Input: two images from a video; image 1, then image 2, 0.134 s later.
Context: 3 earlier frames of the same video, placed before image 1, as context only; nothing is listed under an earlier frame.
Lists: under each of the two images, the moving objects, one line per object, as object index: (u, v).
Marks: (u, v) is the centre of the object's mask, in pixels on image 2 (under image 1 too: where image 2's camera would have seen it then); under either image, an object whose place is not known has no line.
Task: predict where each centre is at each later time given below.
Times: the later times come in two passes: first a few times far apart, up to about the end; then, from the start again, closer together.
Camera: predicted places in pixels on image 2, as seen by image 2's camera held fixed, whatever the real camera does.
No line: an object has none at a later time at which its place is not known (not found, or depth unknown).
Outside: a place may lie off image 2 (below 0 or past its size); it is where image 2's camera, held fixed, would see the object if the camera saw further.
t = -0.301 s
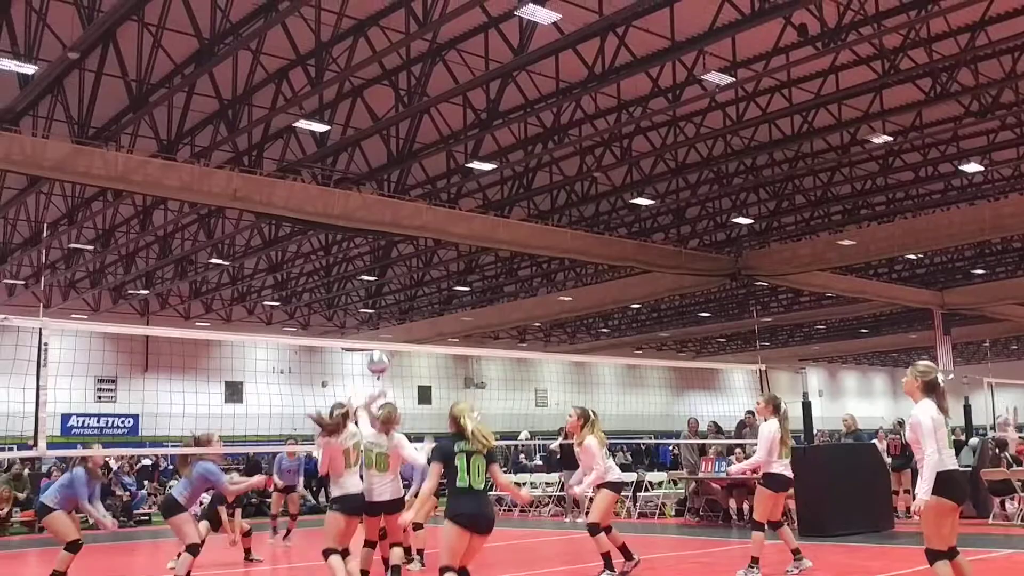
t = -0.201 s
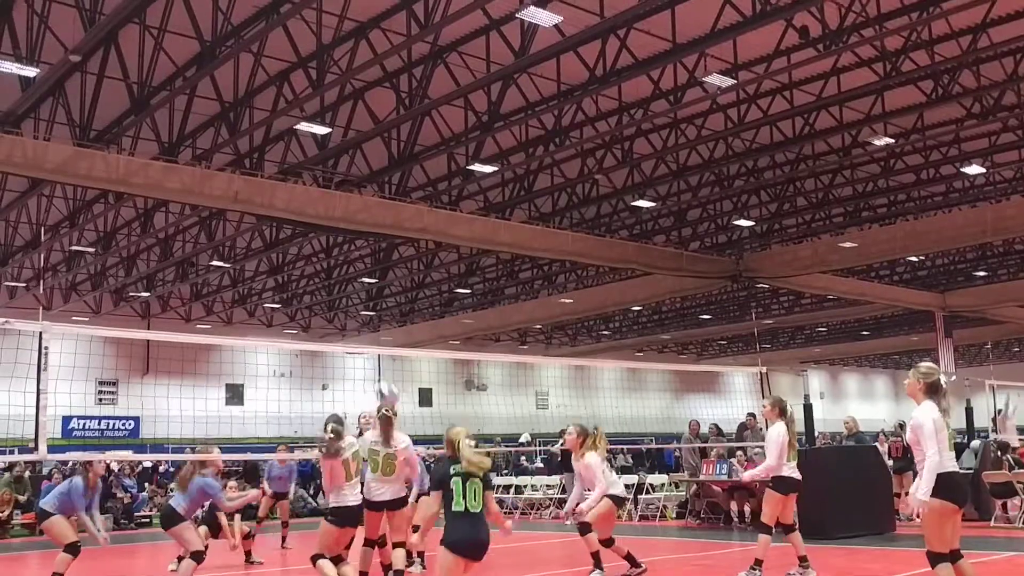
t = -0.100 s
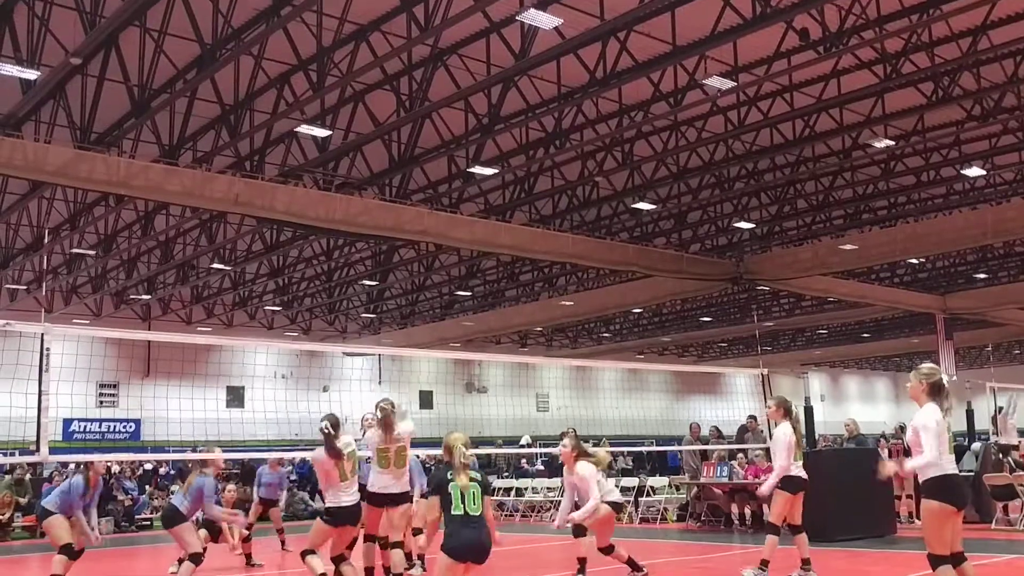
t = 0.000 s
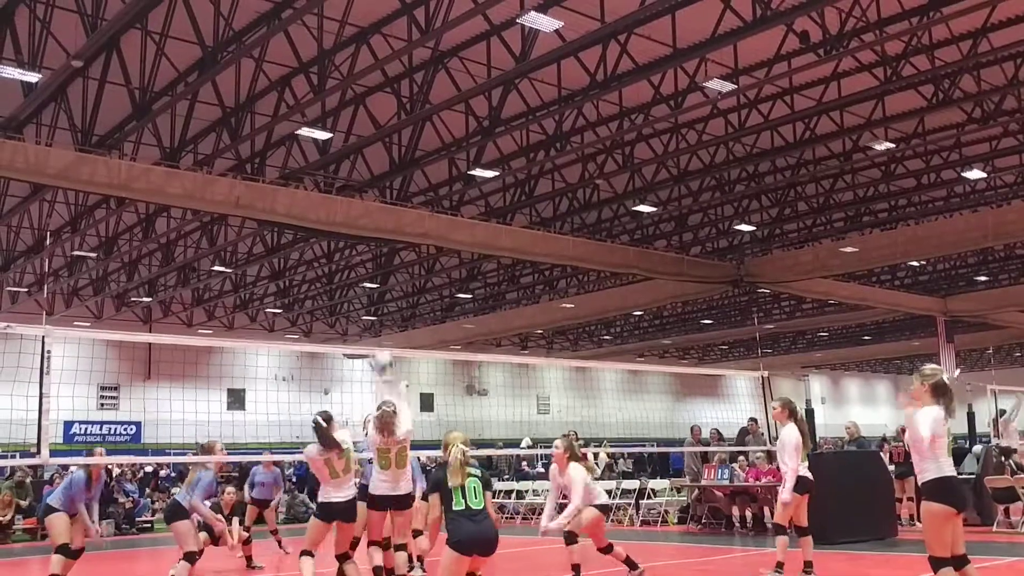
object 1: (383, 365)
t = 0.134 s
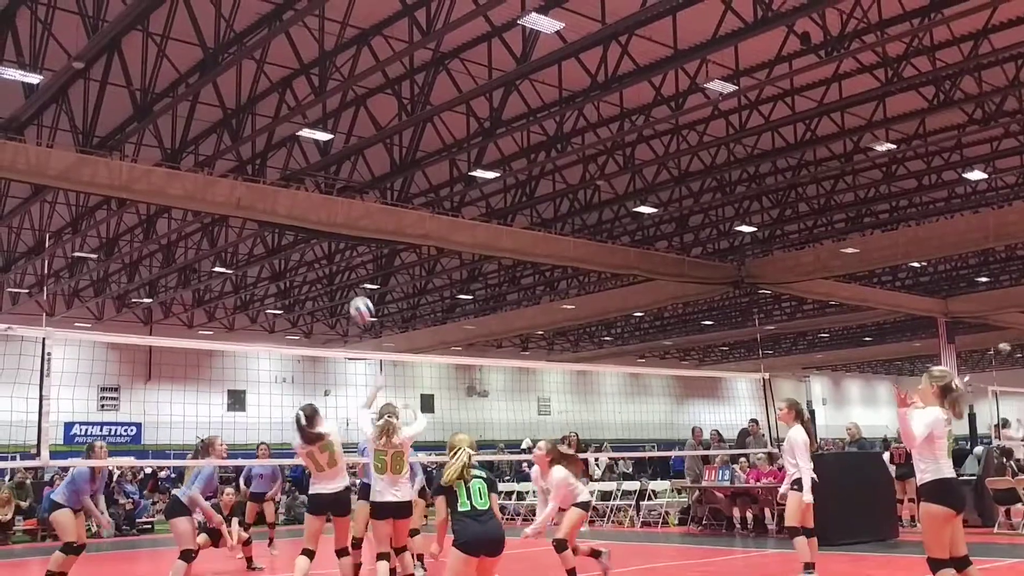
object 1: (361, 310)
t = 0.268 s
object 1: (342, 276)
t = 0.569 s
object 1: (300, 268)
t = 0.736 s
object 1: (276, 306)
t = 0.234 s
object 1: (348, 284)
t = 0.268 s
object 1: (342, 276)
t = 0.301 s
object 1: (338, 270)
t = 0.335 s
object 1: (333, 266)
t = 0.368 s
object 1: (328, 263)
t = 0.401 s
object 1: (323, 261)
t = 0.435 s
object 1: (318, 260)
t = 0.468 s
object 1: (314, 259)
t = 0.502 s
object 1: (310, 261)
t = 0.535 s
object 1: (305, 264)
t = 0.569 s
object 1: (300, 268)
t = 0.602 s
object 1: (296, 273)
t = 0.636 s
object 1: (291, 279)
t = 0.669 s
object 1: (286, 286)
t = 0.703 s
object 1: (281, 295)
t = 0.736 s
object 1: (276, 306)
